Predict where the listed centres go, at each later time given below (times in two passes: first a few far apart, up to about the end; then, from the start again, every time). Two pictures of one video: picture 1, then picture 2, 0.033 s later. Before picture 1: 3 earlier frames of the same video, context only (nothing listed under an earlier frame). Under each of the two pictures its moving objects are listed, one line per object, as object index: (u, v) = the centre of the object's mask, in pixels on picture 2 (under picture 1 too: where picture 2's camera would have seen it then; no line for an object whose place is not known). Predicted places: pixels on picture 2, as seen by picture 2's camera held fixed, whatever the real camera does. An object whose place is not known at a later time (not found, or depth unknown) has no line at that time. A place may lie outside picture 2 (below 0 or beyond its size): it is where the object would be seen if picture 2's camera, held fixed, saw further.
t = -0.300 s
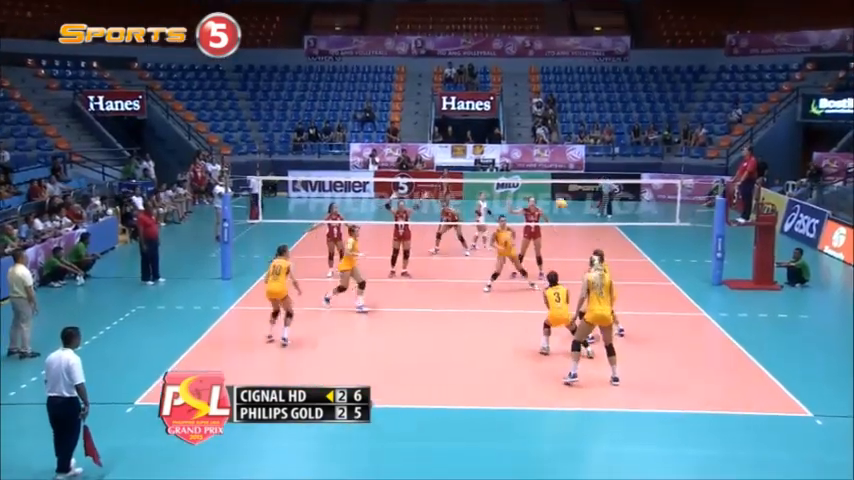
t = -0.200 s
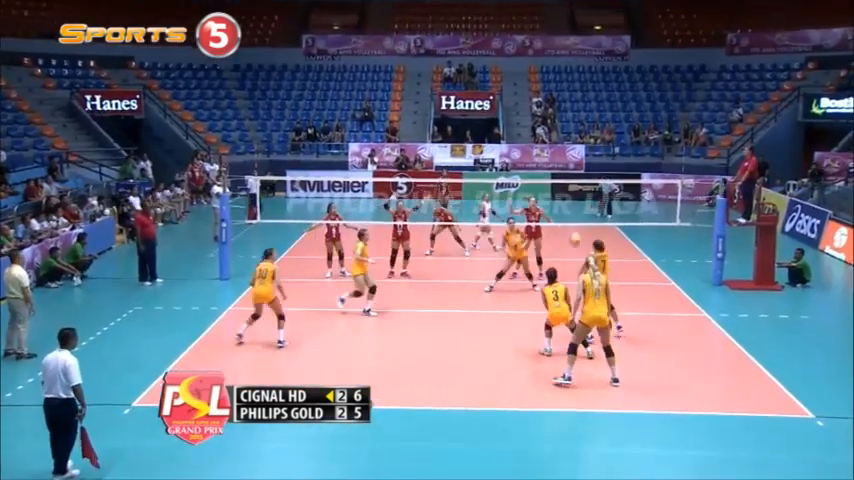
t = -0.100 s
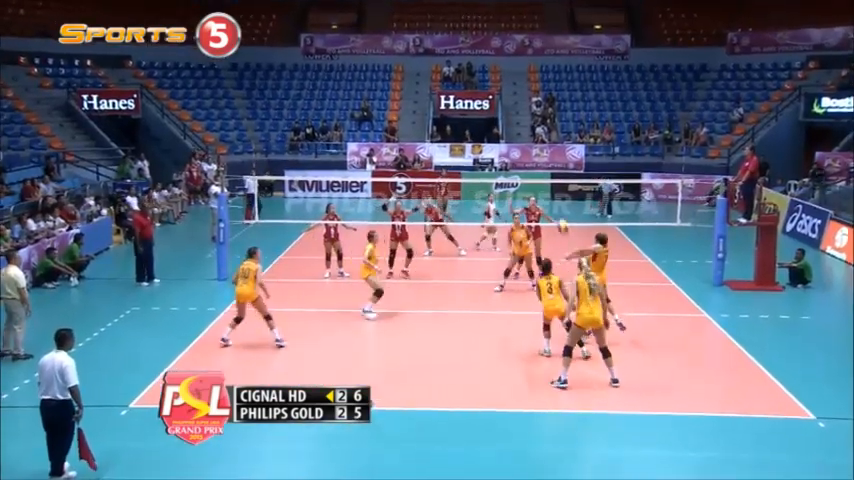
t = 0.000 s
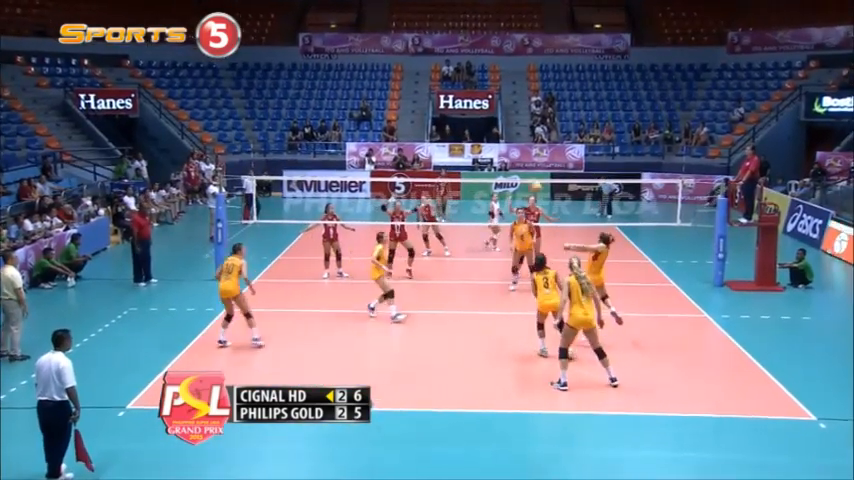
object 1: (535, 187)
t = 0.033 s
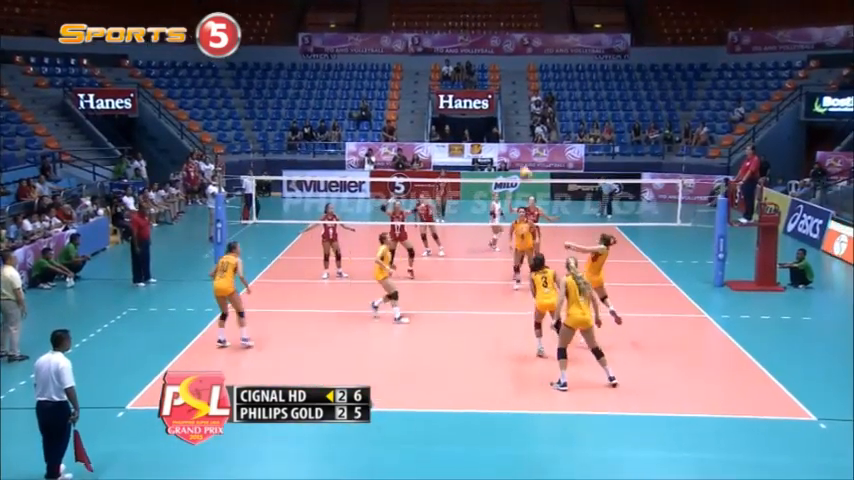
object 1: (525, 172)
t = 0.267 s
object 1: (457, 101)
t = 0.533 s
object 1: (374, 58)
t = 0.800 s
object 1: (291, 66)
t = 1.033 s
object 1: (214, 112)
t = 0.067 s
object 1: (514, 162)
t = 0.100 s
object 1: (506, 149)
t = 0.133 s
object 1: (495, 137)
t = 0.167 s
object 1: (485, 129)
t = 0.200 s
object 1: (477, 119)
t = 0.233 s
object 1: (467, 111)
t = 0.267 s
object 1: (457, 101)
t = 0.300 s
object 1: (446, 92)
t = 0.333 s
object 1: (435, 85)
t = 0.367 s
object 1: (426, 80)
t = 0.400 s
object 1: (416, 74)
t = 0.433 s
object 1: (406, 68)
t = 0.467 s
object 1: (395, 64)
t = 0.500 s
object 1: (385, 62)
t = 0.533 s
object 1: (374, 58)
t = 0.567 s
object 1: (365, 57)
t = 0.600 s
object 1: (354, 55)
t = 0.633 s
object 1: (344, 54)
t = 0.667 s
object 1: (333, 55)
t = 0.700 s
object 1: (322, 55)
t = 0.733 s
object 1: (312, 57)
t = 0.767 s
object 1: (301, 60)
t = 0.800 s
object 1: (291, 66)
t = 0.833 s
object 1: (281, 71)
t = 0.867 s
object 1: (272, 76)
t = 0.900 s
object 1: (257, 79)
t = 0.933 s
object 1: (248, 85)
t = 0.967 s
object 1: (236, 93)
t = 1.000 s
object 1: (226, 102)
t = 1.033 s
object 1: (214, 112)
